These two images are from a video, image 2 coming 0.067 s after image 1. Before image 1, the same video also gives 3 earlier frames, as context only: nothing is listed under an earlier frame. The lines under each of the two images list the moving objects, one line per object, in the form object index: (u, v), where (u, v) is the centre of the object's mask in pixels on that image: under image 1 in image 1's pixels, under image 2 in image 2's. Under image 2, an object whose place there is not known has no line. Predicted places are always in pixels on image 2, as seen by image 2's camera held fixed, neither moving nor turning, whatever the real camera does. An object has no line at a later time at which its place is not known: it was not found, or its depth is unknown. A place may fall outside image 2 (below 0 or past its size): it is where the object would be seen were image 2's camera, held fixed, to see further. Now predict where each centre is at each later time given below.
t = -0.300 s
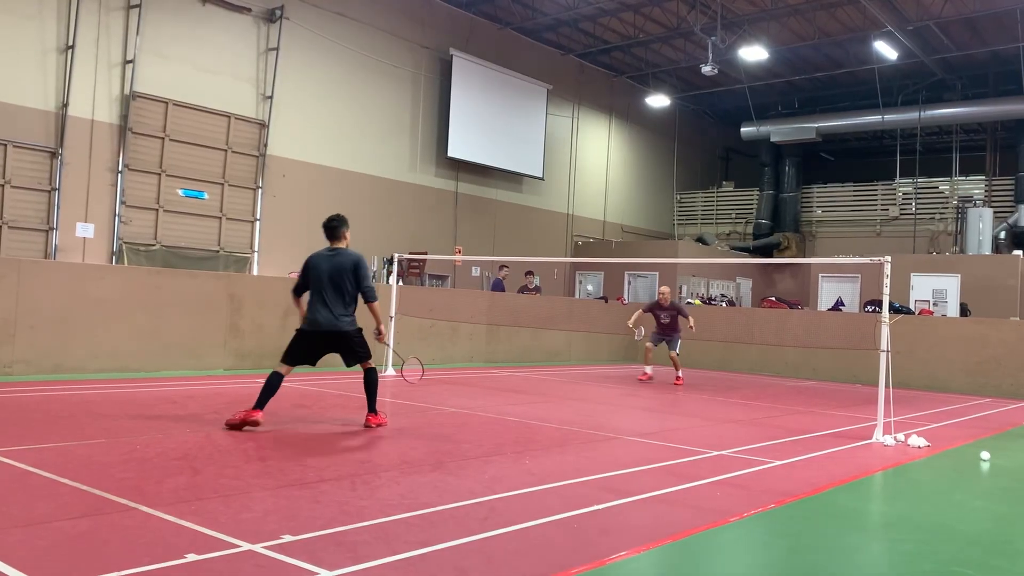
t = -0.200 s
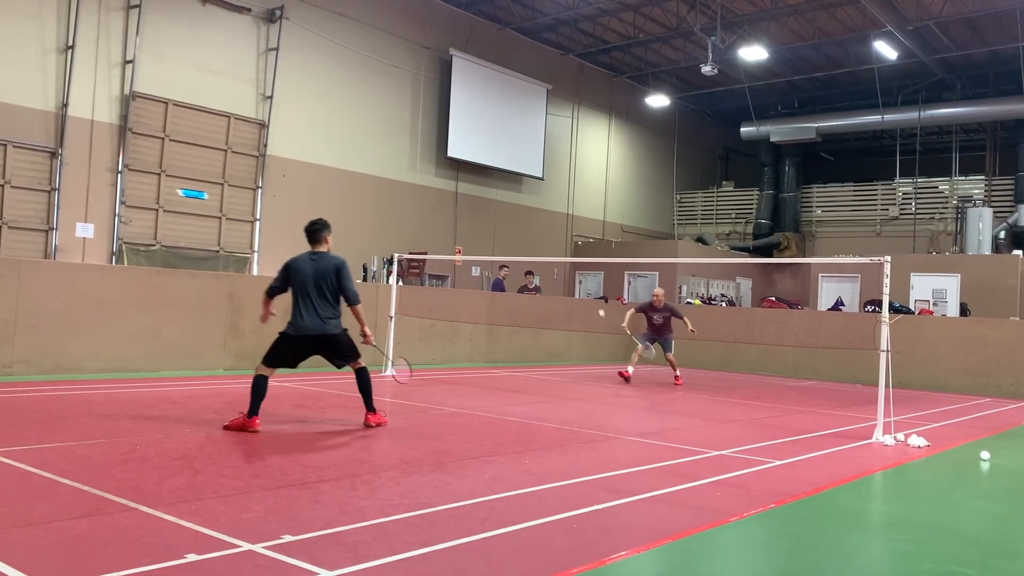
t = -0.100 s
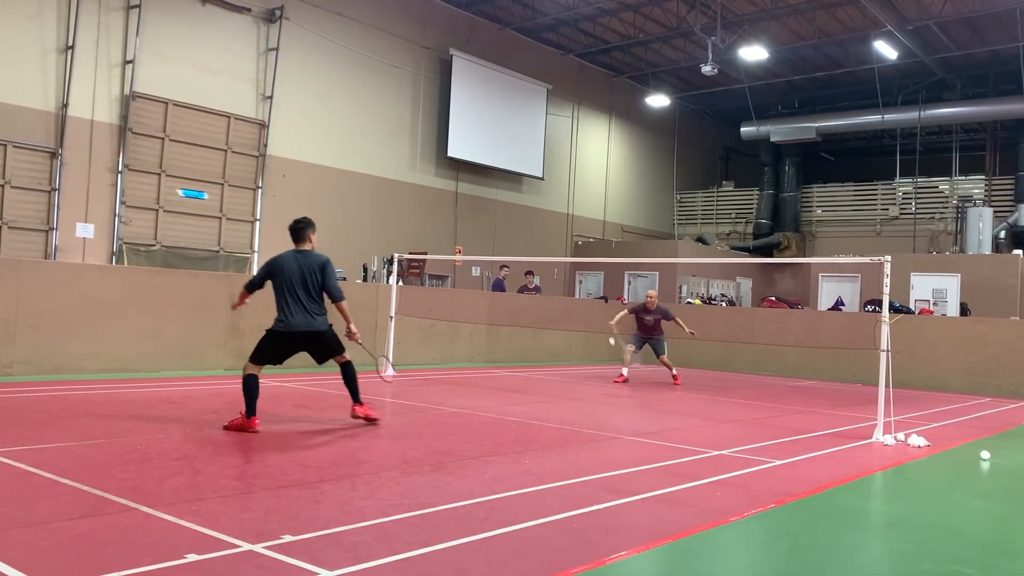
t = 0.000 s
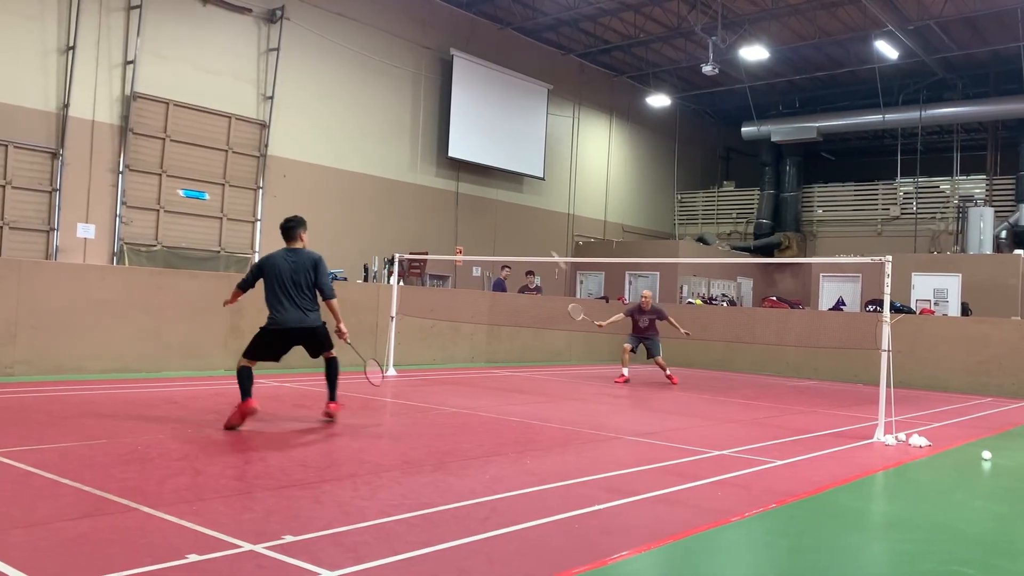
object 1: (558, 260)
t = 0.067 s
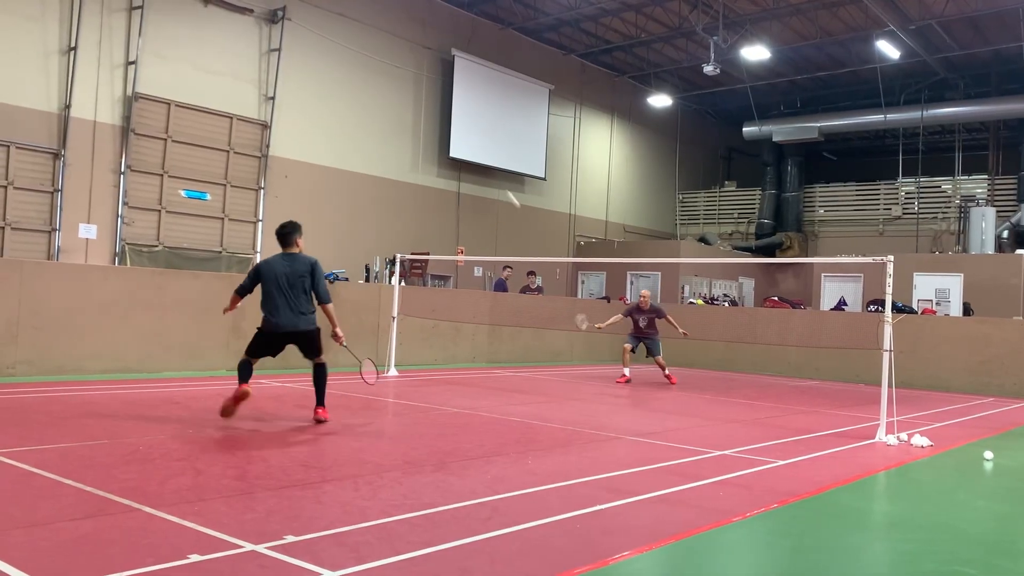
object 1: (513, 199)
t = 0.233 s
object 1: (415, 80)
